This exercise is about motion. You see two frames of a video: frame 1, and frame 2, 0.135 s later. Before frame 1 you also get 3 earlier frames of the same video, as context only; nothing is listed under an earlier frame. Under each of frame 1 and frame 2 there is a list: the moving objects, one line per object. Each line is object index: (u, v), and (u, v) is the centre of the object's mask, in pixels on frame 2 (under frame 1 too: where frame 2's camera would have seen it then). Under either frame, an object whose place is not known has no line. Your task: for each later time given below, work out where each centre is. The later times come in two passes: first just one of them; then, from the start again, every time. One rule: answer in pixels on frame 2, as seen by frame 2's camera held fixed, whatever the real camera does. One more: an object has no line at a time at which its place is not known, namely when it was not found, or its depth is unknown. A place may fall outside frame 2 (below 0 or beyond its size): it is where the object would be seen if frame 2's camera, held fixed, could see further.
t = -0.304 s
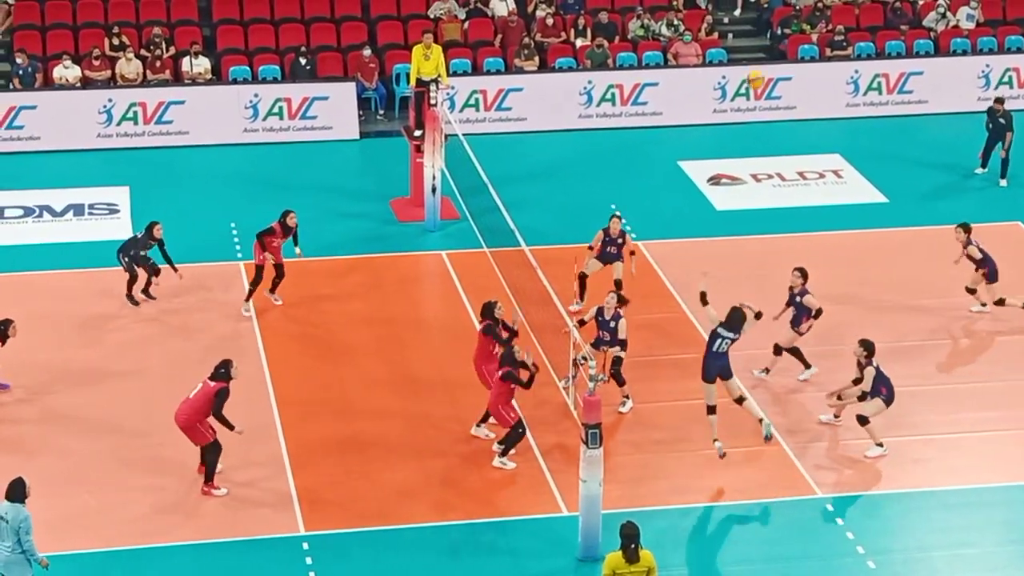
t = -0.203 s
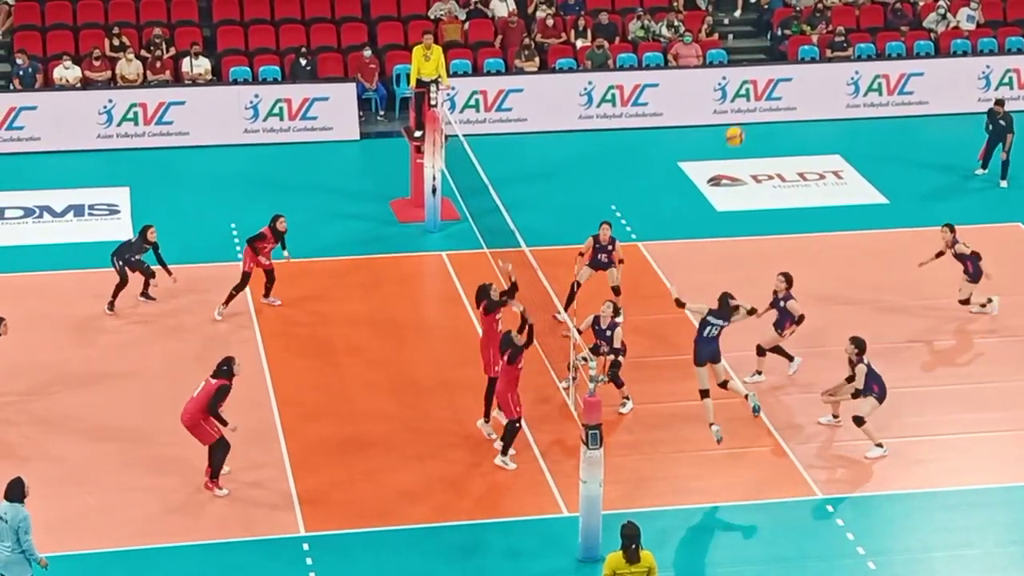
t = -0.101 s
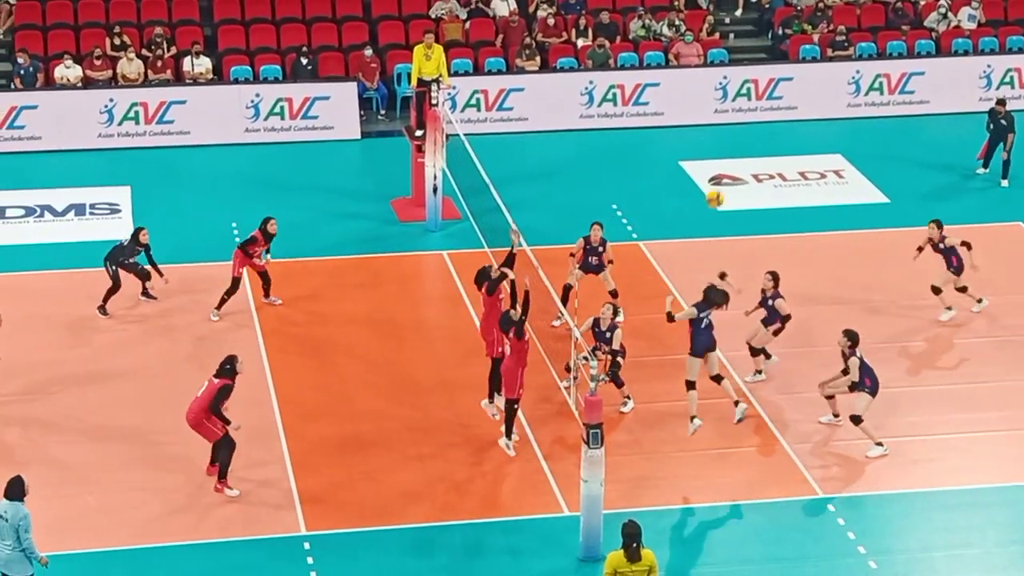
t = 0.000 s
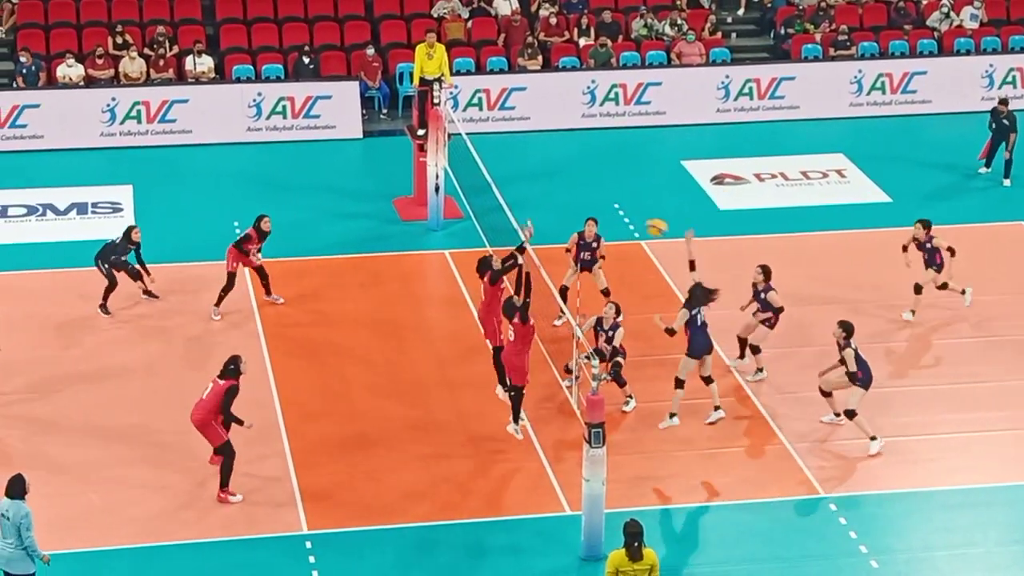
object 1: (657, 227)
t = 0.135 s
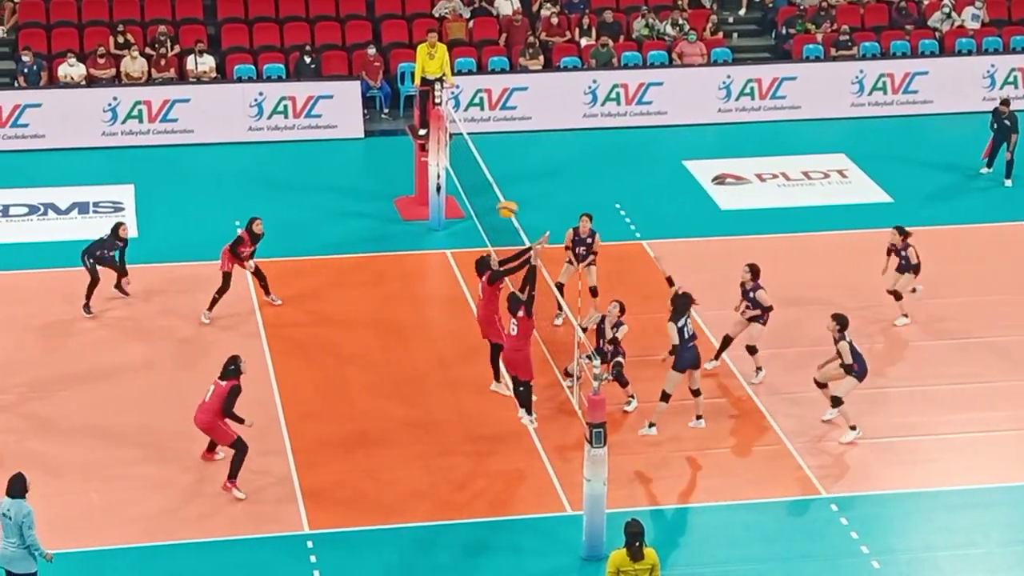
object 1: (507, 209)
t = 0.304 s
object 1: (337, 213)
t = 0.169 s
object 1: (472, 208)
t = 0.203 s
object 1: (436, 207)
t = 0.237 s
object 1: (402, 206)
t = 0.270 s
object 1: (369, 210)
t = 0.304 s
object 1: (337, 213)
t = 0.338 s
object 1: (305, 216)
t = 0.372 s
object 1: (273, 222)
